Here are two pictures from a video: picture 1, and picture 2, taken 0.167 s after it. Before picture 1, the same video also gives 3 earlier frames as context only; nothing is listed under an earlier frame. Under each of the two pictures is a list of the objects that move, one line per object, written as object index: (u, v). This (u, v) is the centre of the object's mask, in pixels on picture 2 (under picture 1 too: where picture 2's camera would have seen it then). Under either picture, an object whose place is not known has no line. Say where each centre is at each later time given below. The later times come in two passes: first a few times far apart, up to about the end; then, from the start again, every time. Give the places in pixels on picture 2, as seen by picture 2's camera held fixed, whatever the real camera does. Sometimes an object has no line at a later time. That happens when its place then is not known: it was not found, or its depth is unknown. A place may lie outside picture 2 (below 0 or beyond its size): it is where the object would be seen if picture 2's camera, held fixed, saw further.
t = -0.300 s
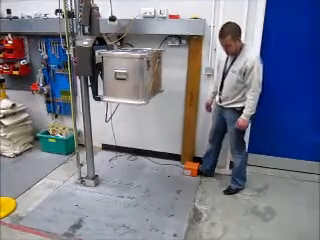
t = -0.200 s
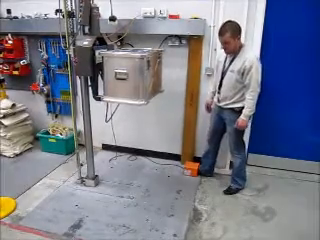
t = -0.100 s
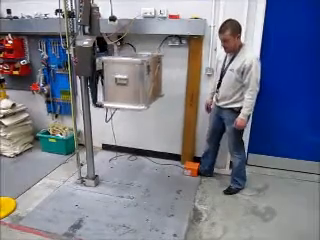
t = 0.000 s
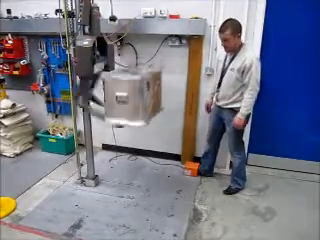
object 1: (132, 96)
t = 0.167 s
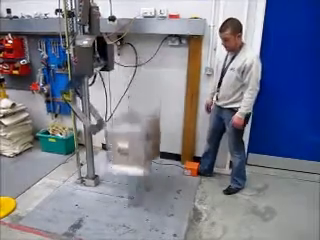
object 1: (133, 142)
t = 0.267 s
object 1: (133, 176)
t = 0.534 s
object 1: (149, 176)
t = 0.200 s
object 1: (134, 153)
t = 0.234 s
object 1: (134, 167)
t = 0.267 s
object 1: (133, 176)
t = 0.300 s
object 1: (135, 175)
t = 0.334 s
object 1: (136, 174)
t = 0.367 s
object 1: (139, 173)
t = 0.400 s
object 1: (142, 174)
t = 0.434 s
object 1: (143, 173)
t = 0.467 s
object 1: (145, 175)
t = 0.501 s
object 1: (148, 175)
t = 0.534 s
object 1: (149, 176)
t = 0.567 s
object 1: (153, 177)
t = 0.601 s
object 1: (163, 177)
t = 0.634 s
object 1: (168, 182)
